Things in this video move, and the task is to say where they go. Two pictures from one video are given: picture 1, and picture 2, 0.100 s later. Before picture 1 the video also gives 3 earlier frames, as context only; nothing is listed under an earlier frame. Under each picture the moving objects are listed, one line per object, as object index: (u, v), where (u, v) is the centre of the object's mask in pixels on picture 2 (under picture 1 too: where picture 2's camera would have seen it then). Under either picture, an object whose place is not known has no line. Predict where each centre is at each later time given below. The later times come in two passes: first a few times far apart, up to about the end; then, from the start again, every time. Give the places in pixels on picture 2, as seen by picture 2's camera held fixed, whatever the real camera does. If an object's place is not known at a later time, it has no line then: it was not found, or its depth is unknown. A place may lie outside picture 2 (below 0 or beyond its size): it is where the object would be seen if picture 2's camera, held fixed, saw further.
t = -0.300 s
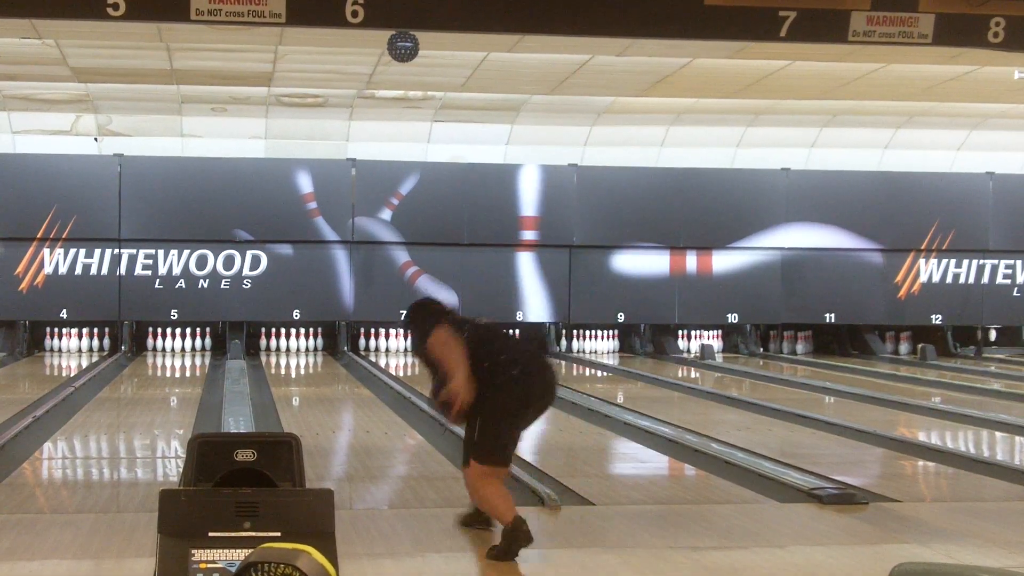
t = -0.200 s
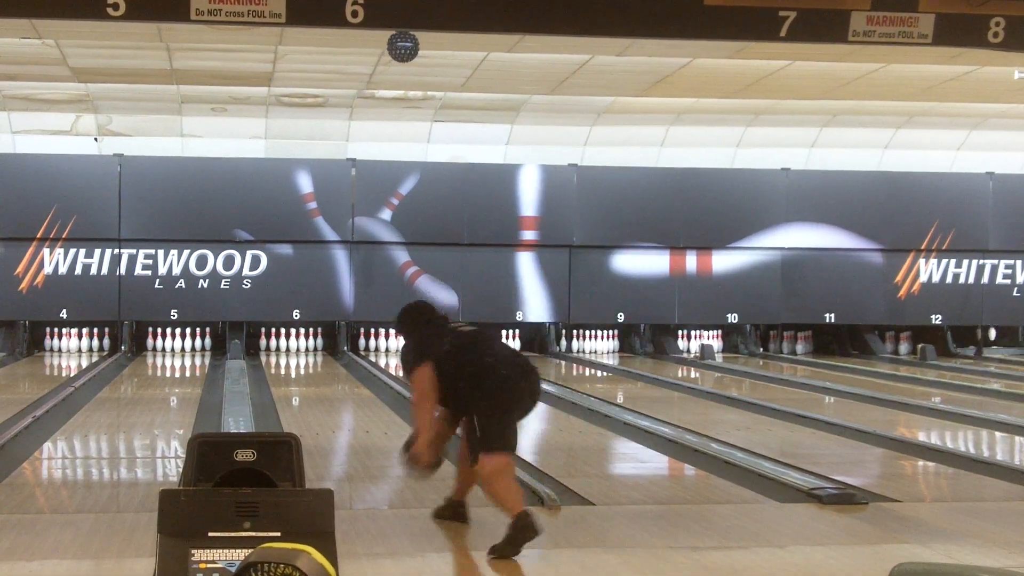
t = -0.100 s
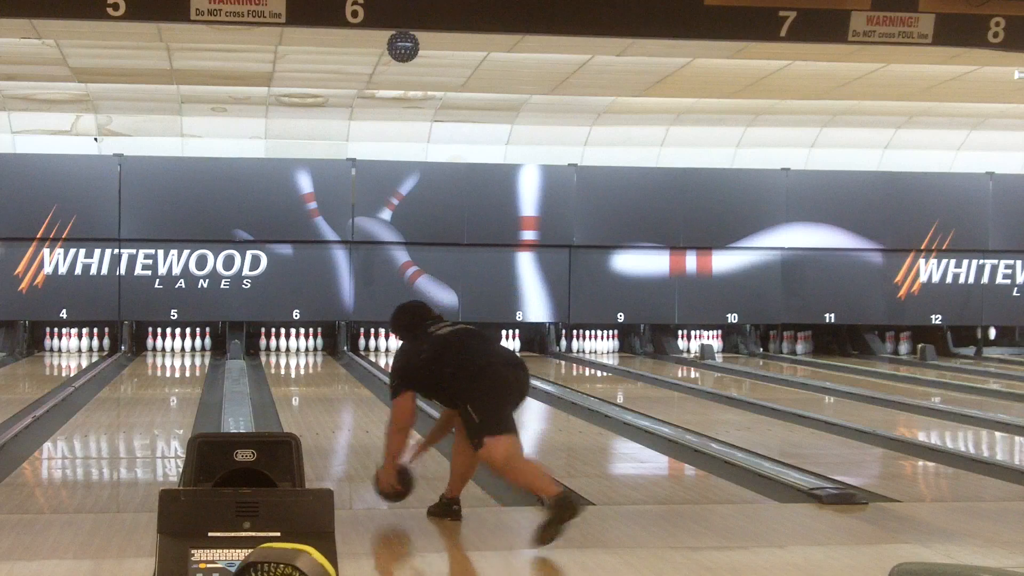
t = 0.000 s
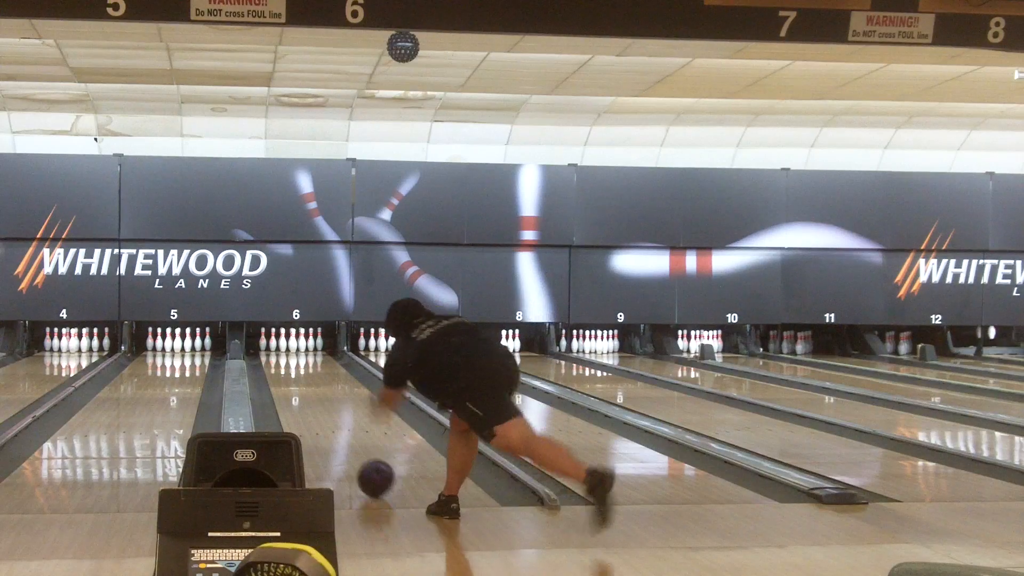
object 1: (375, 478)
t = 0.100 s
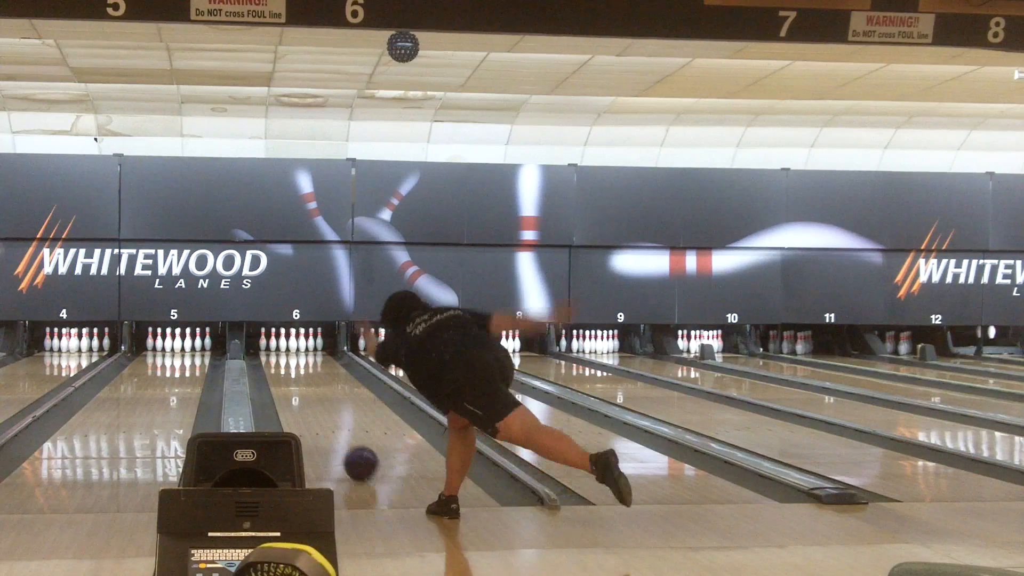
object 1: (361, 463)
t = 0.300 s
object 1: (337, 439)
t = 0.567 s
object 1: (315, 415)
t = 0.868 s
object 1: (298, 395)
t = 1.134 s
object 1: (287, 382)
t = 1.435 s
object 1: (279, 370)
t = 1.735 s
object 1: (276, 360)
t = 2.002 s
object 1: (279, 353)
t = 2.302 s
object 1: (287, 347)
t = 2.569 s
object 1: (290, 345)
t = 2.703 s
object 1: (293, 345)
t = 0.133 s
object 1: (356, 459)
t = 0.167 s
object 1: (353, 455)
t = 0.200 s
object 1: (348, 451)
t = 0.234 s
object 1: (344, 447)
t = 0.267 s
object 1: (341, 443)
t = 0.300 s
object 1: (337, 439)
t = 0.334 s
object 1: (334, 435)
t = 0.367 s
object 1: (331, 432)
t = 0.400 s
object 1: (328, 429)
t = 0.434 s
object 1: (325, 426)
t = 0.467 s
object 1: (322, 423)
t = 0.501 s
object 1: (320, 420)
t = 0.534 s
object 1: (317, 417)
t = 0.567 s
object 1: (315, 415)
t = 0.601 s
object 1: (313, 412)
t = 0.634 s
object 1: (311, 410)
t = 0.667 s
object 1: (309, 408)
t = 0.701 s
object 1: (307, 406)
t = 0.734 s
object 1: (305, 403)
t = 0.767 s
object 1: (303, 401)
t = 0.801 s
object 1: (301, 399)
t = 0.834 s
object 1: (299, 397)
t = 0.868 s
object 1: (298, 395)
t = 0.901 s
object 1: (296, 393)
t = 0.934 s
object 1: (295, 391)
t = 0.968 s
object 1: (293, 389)
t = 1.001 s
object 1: (292, 388)
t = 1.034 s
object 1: (290, 386)
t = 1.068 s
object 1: (289, 384)
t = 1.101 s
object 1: (288, 383)
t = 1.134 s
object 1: (287, 382)
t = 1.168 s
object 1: (286, 380)
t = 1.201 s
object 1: (284, 379)
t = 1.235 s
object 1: (283, 377)
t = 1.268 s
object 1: (283, 376)
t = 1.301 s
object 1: (282, 375)
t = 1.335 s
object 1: (281, 374)
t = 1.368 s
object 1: (280, 372)
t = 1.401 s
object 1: (279, 371)
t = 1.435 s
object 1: (279, 370)
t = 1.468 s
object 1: (278, 369)
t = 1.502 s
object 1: (278, 367)
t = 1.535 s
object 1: (277, 366)
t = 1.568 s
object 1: (277, 365)
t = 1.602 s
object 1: (277, 364)
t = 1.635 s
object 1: (277, 363)
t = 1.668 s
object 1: (276, 362)
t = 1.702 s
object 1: (276, 361)
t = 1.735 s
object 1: (276, 360)
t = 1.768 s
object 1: (277, 359)
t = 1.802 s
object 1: (277, 358)
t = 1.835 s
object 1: (277, 357)
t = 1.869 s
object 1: (277, 357)
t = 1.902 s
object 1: (278, 356)
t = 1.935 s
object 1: (278, 355)
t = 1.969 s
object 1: (279, 354)
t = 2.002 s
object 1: (279, 353)
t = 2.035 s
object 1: (280, 352)
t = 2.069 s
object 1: (281, 352)
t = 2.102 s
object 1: (281, 351)
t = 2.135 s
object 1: (282, 351)
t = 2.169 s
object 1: (282, 350)
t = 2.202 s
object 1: (283, 349)
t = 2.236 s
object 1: (284, 348)
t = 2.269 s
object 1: (286, 348)
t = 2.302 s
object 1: (287, 347)
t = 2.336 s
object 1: (288, 347)
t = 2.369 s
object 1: (289, 346)
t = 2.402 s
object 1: (288, 346)
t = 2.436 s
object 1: (289, 346)
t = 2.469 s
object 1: (289, 346)
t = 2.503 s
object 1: (289, 345)
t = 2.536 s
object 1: (289, 345)
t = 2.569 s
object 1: (290, 345)
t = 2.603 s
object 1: (289, 345)
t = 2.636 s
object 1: (290, 346)
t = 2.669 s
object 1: (292, 345)
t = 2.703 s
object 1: (293, 345)
